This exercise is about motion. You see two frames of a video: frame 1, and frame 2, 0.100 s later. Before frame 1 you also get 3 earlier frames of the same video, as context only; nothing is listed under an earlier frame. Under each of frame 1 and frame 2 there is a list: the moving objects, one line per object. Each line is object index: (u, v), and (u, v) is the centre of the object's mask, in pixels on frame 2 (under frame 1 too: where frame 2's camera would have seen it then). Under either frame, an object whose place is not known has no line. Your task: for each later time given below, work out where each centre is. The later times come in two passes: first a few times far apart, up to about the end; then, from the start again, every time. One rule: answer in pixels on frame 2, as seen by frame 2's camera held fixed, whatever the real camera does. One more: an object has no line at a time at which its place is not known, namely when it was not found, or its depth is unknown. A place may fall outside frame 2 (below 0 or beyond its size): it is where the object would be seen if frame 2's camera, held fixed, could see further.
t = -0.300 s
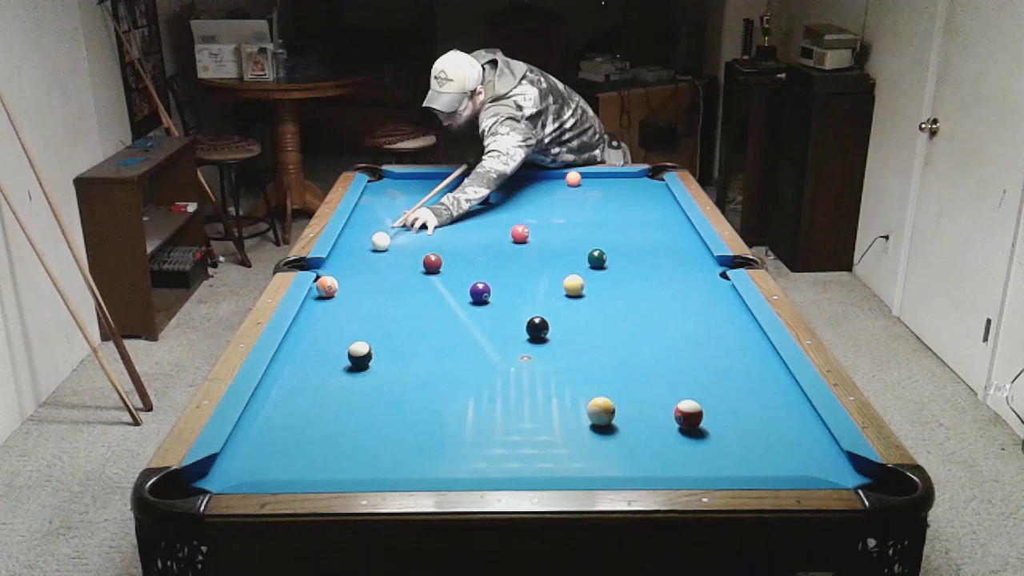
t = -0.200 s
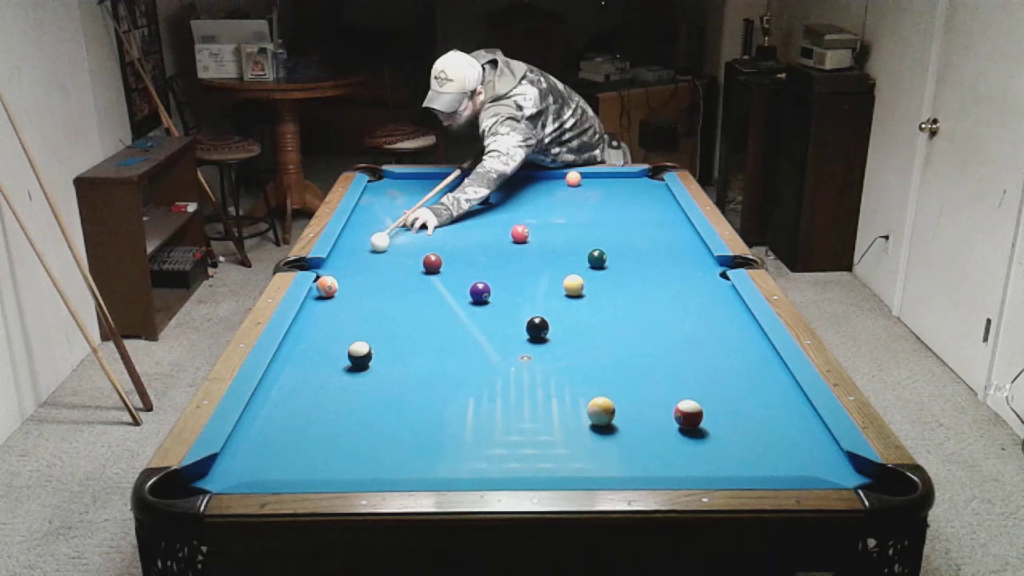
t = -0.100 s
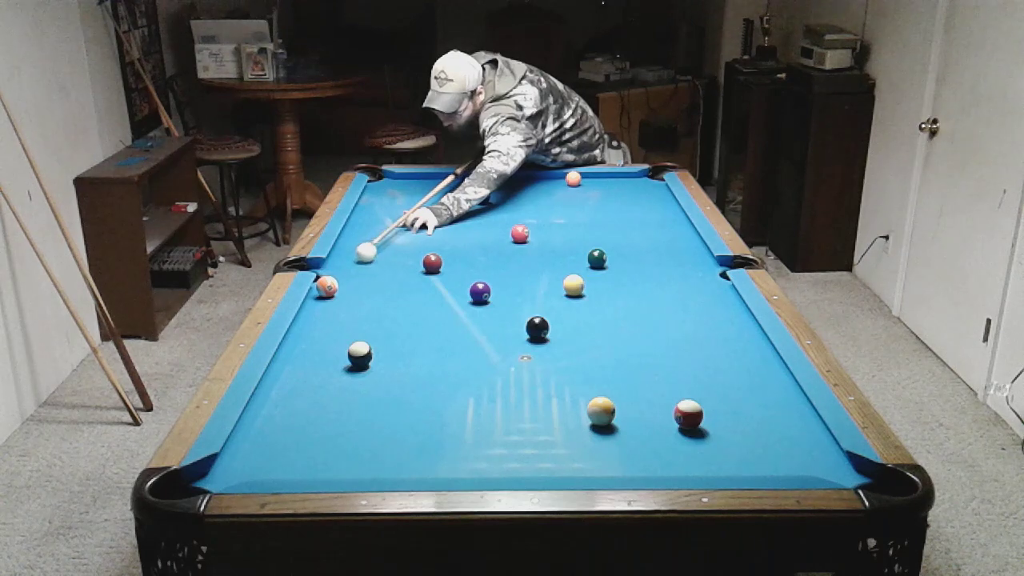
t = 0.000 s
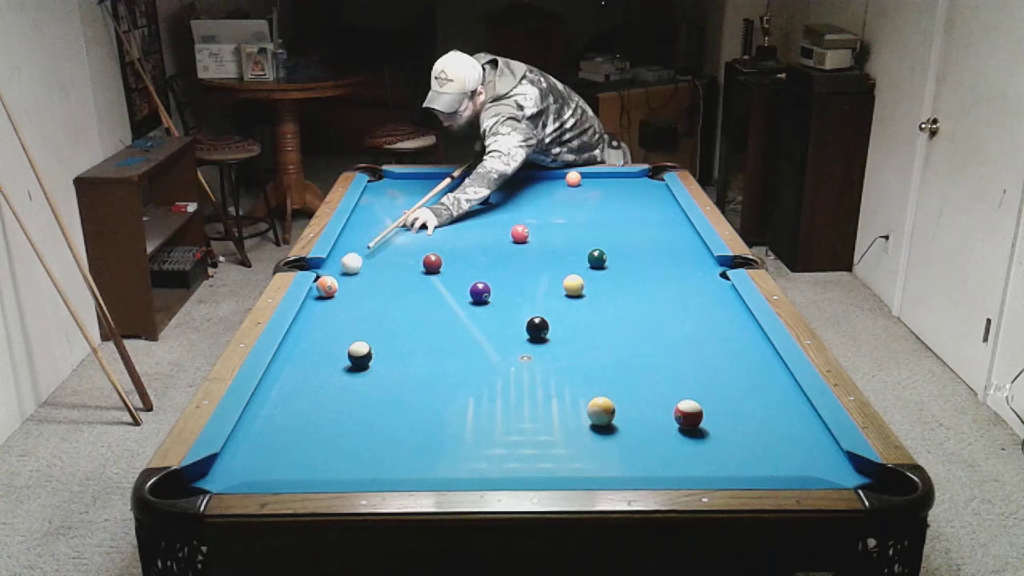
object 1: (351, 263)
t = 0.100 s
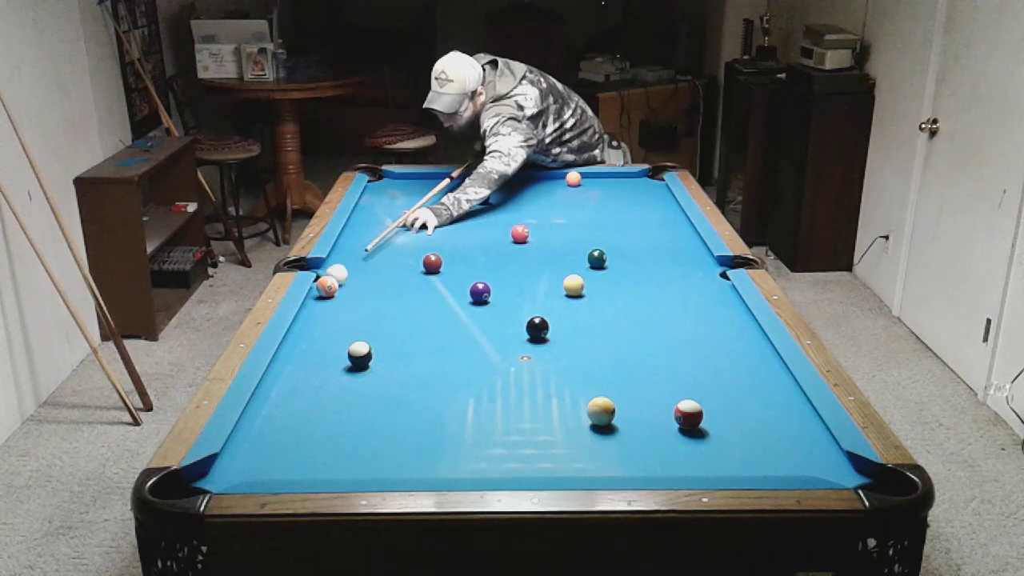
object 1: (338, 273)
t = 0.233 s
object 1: (326, 278)
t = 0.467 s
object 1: (335, 283)
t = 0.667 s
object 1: (342, 286)
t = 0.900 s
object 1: (350, 288)
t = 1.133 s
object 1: (356, 291)
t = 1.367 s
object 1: (361, 293)
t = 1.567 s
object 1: (365, 294)
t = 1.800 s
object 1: (368, 296)
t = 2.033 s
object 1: (370, 297)
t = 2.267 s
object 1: (370, 298)
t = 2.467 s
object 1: (370, 298)
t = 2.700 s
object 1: (370, 298)
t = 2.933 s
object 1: (370, 298)
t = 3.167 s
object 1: (370, 298)
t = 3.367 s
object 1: (370, 298)
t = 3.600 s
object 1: (370, 298)
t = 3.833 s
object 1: (370, 298)
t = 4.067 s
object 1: (370, 298)
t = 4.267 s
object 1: (370, 298)
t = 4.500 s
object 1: (370, 298)
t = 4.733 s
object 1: (370, 298)
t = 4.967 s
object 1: (370, 298)
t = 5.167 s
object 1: (370, 298)
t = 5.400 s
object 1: (370, 298)
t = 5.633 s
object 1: (370, 298)
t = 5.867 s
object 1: (370, 298)
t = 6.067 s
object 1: (370, 298)
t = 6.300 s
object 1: (370, 298)
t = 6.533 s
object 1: (370, 298)
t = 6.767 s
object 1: (370, 298)
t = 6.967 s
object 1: (370, 298)
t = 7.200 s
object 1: (370, 298)
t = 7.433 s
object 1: (370, 298)
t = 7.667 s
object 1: (370, 298)
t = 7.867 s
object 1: (370, 298)
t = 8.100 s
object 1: (370, 298)
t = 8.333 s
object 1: (370, 298)
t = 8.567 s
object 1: (370, 298)
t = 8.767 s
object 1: (370, 298)
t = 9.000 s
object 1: (370, 298)
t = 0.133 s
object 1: (333, 274)
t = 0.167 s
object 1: (328, 276)
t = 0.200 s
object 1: (325, 277)
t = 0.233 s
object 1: (326, 278)
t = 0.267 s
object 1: (327, 280)
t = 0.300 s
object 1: (329, 281)
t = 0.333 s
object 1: (330, 281)
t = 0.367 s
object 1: (331, 282)
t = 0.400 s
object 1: (332, 282)
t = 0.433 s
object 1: (334, 283)
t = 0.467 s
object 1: (335, 283)
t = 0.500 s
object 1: (336, 283)
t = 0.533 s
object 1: (338, 284)
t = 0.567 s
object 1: (339, 284)
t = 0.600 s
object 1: (340, 285)
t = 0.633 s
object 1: (341, 285)
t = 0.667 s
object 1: (342, 286)
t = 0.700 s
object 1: (343, 286)
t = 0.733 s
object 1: (345, 286)
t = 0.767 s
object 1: (346, 287)
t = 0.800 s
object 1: (347, 287)
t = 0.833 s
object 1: (348, 288)
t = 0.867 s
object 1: (349, 288)
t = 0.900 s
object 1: (350, 288)
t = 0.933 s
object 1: (351, 289)
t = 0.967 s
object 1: (352, 289)
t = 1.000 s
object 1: (353, 289)
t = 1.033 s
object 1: (354, 290)
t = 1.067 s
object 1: (354, 290)
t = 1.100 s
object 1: (355, 290)
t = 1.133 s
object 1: (356, 291)
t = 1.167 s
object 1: (357, 291)
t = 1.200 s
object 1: (358, 291)
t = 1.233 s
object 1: (358, 292)
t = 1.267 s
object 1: (359, 292)
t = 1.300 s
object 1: (360, 292)
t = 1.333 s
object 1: (361, 293)
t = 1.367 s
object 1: (361, 293)
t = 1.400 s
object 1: (362, 293)
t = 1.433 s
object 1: (363, 293)
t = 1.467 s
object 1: (363, 294)
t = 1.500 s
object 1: (364, 294)
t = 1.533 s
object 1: (364, 294)
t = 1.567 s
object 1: (365, 294)
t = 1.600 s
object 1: (365, 295)
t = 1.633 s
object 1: (366, 295)
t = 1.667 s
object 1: (366, 295)
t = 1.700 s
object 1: (367, 295)
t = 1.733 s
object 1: (367, 296)
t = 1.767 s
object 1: (368, 296)
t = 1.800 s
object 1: (368, 296)
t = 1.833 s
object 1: (368, 296)
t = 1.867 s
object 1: (368, 296)
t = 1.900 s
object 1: (369, 297)
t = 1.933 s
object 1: (369, 297)
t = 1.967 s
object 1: (369, 297)
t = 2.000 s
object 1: (370, 297)
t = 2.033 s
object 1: (370, 297)
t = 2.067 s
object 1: (370, 298)
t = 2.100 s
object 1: (370, 297)
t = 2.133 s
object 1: (370, 298)
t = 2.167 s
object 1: (370, 298)
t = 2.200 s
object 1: (370, 298)
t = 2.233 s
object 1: (370, 298)
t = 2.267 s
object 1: (370, 298)
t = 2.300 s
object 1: (370, 298)
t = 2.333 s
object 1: (370, 298)
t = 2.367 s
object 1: (370, 298)
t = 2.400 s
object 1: (370, 298)
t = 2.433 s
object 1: (370, 298)
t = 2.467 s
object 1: (370, 298)
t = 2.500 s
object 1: (370, 298)
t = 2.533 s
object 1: (370, 298)
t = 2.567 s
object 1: (370, 298)
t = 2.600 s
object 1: (370, 298)
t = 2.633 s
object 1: (370, 298)
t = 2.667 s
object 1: (370, 298)
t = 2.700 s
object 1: (370, 298)
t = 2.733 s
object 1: (370, 298)
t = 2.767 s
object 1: (370, 298)
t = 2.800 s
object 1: (370, 298)
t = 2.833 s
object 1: (370, 298)
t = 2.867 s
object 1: (370, 298)
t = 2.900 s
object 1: (370, 298)
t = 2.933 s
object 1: (370, 298)
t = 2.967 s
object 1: (370, 298)
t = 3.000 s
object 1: (370, 298)
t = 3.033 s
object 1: (370, 298)
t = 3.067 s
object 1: (370, 298)
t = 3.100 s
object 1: (370, 298)
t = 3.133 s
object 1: (370, 298)
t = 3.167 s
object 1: (370, 298)
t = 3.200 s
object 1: (370, 298)
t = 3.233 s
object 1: (370, 298)
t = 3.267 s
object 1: (370, 298)
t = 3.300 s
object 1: (370, 298)
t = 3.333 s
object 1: (370, 298)
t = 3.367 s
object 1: (370, 298)
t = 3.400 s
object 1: (370, 298)
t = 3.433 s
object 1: (370, 298)
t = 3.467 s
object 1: (370, 298)
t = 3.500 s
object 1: (370, 298)
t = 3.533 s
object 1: (370, 298)
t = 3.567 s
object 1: (370, 298)
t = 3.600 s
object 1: (370, 298)
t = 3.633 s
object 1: (370, 298)
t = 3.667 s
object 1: (370, 298)
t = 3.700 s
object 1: (370, 298)
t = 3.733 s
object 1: (370, 298)
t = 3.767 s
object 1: (370, 298)
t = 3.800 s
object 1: (370, 298)
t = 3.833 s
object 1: (370, 298)
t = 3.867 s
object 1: (370, 298)
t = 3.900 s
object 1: (370, 298)
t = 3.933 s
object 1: (370, 298)
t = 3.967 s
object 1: (370, 298)
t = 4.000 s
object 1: (370, 298)
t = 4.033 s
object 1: (370, 298)
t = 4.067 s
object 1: (370, 298)
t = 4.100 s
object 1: (370, 298)
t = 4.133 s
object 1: (370, 298)
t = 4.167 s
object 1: (370, 298)
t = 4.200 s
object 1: (370, 298)
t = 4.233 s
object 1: (370, 298)
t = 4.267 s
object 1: (370, 298)
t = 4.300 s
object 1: (370, 298)
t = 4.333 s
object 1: (370, 298)
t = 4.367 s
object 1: (370, 298)
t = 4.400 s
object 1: (370, 298)
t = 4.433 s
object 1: (370, 298)
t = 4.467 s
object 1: (370, 298)
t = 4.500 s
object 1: (370, 298)
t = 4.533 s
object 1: (370, 298)
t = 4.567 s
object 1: (370, 298)
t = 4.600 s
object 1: (370, 298)
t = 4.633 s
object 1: (370, 298)
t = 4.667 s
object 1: (370, 298)
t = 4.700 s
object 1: (370, 298)
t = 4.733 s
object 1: (370, 298)
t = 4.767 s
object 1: (370, 298)
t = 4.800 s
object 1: (370, 298)
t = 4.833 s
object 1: (370, 298)
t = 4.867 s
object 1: (370, 298)
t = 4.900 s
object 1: (370, 298)
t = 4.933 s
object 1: (370, 298)
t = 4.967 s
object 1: (370, 298)
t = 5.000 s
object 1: (370, 298)
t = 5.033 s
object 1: (370, 298)
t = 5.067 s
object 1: (370, 298)
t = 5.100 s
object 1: (370, 298)
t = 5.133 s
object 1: (370, 298)
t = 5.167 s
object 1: (370, 298)
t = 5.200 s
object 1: (370, 298)
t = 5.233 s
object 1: (370, 298)
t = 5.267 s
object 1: (370, 298)
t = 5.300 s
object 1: (370, 298)
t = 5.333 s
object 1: (370, 298)
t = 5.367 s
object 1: (370, 298)
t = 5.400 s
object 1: (370, 298)
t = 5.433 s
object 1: (370, 298)
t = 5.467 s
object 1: (370, 298)
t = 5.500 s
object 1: (370, 298)
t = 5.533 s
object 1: (370, 298)
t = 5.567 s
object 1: (370, 298)
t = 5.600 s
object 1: (370, 298)
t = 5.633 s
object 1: (370, 298)
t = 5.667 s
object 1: (370, 298)
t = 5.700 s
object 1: (370, 298)
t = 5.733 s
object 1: (370, 298)
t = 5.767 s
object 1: (370, 298)
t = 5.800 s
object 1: (370, 298)
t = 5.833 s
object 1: (370, 298)
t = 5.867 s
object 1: (370, 298)
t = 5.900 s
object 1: (370, 298)
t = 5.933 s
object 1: (370, 298)
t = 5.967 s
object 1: (370, 298)
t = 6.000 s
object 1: (370, 298)
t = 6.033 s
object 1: (370, 298)
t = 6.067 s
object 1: (370, 298)
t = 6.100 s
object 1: (370, 298)
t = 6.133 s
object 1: (370, 298)
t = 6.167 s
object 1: (370, 298)
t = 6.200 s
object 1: (370, 298)
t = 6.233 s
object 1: (370, 298)
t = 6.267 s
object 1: (370, 298)
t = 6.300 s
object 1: (370, 298)
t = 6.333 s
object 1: (370, 298)
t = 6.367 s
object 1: (370, 298)
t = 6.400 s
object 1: (370, 298)
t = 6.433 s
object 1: (370, 298)
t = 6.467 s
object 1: (370, 298)
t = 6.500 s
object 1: (370, 298)
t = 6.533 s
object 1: (370, 298)
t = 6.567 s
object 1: (370, 298)
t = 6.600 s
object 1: (370, 298)
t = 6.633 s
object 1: (370, 298)
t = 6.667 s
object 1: (370, 298)
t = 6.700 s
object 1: (370, 298)
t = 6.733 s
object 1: (370, 298)
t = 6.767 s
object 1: (370, 298)
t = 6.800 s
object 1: (370, 298)
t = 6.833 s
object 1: (370, 298)
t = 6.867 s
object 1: (370, 298)
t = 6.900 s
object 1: (370, 298)
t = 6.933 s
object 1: (370, 298)
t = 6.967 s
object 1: (370, 298)
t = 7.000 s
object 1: (370, 298)
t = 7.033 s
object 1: (370, 298)
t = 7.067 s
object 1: (370, 298)
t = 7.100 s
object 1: (370, 298)
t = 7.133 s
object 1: (370, 298)
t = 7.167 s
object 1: (370, 298)
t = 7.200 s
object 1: (370, 298)
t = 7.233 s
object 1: (370, 298)
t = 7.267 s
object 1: (370, 298)
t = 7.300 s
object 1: (370, 298)
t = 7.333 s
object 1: (370, 298)
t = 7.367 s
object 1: (370, 298)
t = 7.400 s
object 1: (370, 298)
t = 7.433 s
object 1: (370, 298)
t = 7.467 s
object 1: (370, 298)
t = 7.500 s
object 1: (370, 298)
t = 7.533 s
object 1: (370, 298)
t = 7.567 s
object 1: (370, 298)
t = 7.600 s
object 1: (370, 298)
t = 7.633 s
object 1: (370, 298)
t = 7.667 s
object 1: (370, 298)
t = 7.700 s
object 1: (370, 298)
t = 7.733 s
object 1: (370, 298)
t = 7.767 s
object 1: (370, 298)
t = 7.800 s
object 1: (370, 298)
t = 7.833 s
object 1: (370, 298)
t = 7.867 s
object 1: (370, 298)
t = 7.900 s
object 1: (370, 298)
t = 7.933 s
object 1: (370, 298)
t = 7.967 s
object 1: (370, 298)
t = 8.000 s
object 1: (370, 298)
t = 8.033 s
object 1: (370, 298)
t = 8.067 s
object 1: (370, 298)
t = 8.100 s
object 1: (370, 298)
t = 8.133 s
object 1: (370, 298)
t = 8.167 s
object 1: (370, 298)
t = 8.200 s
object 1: (370, 298)
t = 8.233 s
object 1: (370, 298)
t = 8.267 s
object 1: (370, 298)
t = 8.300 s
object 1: (370, 298)
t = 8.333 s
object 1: (370, 298)
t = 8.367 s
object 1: (370, 298)
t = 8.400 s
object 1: (370, 298)
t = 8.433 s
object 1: (370, 298)
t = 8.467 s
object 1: (370, 298)
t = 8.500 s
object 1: (370, 298)
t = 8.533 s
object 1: (370, 298)
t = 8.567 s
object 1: (370, 298)
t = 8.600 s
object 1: (370, 298)
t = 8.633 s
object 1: (370, 298)
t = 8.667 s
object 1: (370, 298)
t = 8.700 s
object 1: (370, 298)
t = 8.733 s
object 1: (370, 298)
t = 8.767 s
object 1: (370, 298)
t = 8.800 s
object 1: (370, 298)
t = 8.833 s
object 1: (370, 298)
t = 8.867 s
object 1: (370, 298)
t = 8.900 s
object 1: (370, 298)
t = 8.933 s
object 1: (370, 298)
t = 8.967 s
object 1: (370, 298)
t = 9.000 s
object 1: (370, 298)
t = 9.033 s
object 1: (370, 298)
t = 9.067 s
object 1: (370, 298)
